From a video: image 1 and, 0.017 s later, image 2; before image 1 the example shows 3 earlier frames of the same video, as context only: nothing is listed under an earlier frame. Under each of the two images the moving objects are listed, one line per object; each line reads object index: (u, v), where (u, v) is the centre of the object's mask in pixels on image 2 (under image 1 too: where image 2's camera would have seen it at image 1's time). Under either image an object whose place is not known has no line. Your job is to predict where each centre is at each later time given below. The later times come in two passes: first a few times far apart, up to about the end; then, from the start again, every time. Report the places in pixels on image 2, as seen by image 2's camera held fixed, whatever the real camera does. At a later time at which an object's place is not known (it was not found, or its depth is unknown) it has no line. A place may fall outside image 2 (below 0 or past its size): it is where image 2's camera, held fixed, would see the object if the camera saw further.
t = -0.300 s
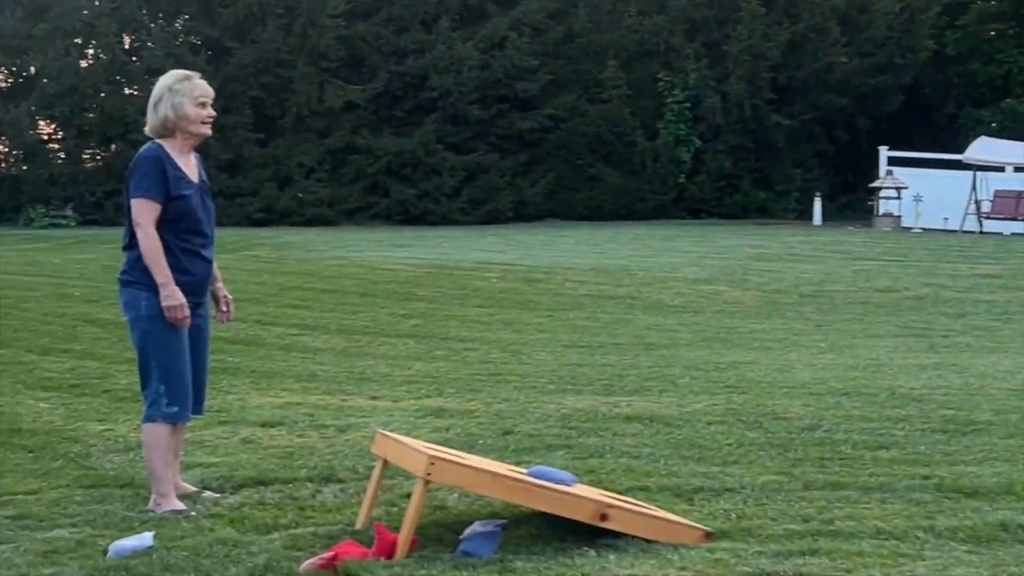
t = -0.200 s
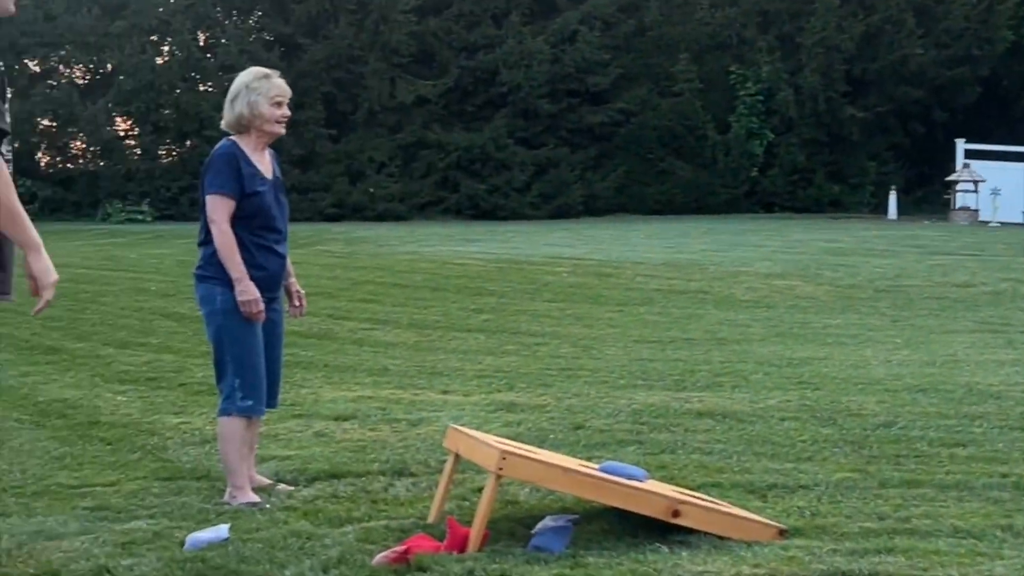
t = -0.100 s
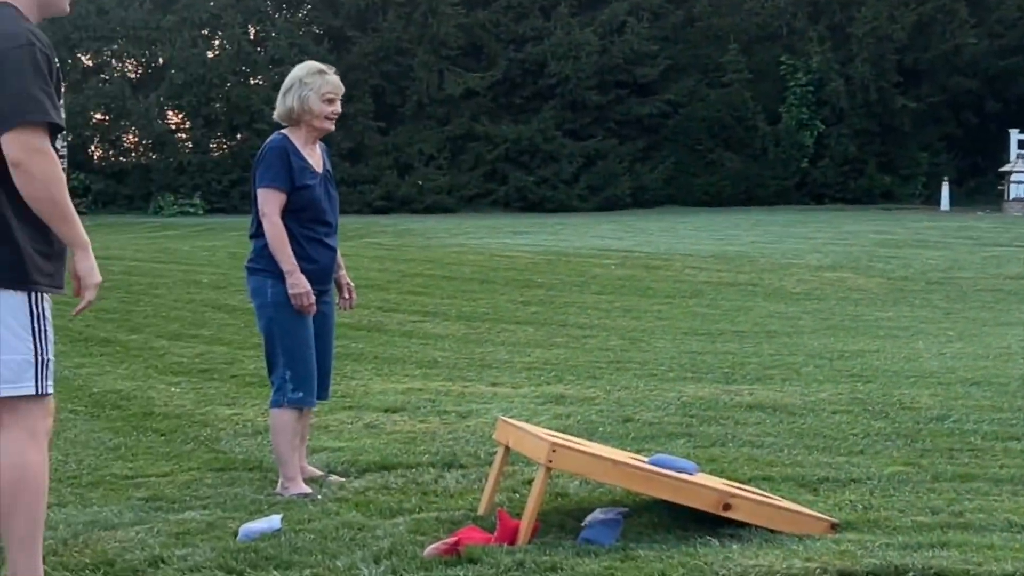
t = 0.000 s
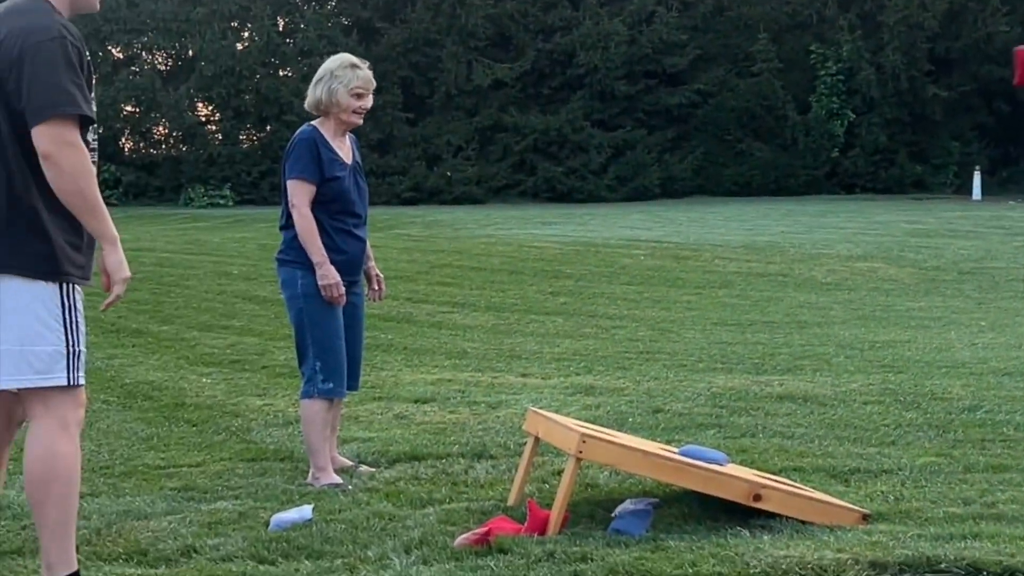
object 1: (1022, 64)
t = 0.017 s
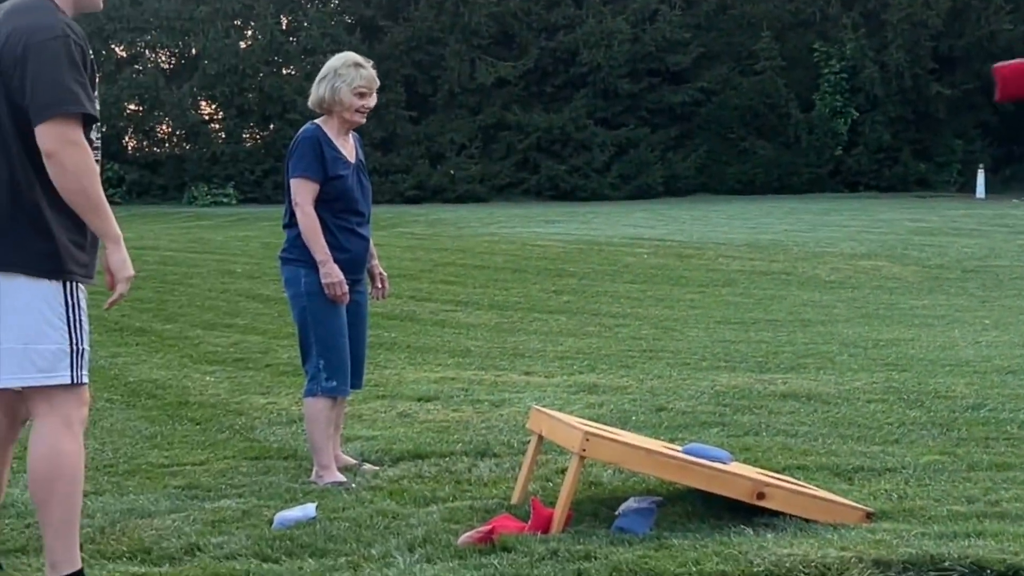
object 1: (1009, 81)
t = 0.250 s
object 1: (657, 421)
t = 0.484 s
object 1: (577, 411)
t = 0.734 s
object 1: (573, 413)
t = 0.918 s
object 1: (590, 418)
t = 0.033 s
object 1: (992, 97)
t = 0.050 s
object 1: (967, 116)
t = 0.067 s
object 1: (943, 136)
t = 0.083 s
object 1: (917, 157)
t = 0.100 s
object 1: (892, 178)
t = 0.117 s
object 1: (866, 200)
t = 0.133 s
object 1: (840, 225)
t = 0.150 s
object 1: (815, 251)
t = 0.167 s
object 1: (788, 276)
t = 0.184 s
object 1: (763, 303)
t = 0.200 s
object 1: (737, 332)
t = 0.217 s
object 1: (710, 360)
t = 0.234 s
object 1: (684, 391)
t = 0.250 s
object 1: (657, 421)
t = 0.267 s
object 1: (641, 433)
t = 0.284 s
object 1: (635, 428)
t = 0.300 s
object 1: (630, 422)
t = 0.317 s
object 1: (624, 417)
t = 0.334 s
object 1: (617, 413)
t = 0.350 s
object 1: (611, 411)
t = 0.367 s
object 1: (604, 410)
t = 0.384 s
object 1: (598, 409)
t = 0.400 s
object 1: (593, 408)
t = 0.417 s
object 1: (587, 408)
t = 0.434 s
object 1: (584, 409)
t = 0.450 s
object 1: (581, 411)
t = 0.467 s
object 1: (579, 411)
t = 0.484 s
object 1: (577, 411)
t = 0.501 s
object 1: (576, 410)
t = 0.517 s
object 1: (575, 409)
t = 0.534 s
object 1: (575, 409)
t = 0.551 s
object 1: (575, 410)
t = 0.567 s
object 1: (574, 410)
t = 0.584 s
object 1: (575, 411)
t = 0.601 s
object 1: (576, 412)
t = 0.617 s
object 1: (576, 413)
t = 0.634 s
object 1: (575, 413)
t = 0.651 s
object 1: (575, 414)
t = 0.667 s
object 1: (574, 414)
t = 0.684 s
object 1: (573, 414)
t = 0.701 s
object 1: (573, 413)
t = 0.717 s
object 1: (573, 413)
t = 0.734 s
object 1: (573, 413)
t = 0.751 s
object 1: (574, 413)
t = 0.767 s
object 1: (574, 413)
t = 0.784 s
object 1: (576, 412)
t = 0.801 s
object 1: (577, 413)
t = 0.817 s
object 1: (577, 413)
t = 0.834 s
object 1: (578, 413)
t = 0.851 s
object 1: (578, 413)
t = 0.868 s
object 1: (580, 415)
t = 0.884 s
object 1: (582, 414)
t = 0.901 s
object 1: (584, 415)
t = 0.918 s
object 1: (590, 418)
